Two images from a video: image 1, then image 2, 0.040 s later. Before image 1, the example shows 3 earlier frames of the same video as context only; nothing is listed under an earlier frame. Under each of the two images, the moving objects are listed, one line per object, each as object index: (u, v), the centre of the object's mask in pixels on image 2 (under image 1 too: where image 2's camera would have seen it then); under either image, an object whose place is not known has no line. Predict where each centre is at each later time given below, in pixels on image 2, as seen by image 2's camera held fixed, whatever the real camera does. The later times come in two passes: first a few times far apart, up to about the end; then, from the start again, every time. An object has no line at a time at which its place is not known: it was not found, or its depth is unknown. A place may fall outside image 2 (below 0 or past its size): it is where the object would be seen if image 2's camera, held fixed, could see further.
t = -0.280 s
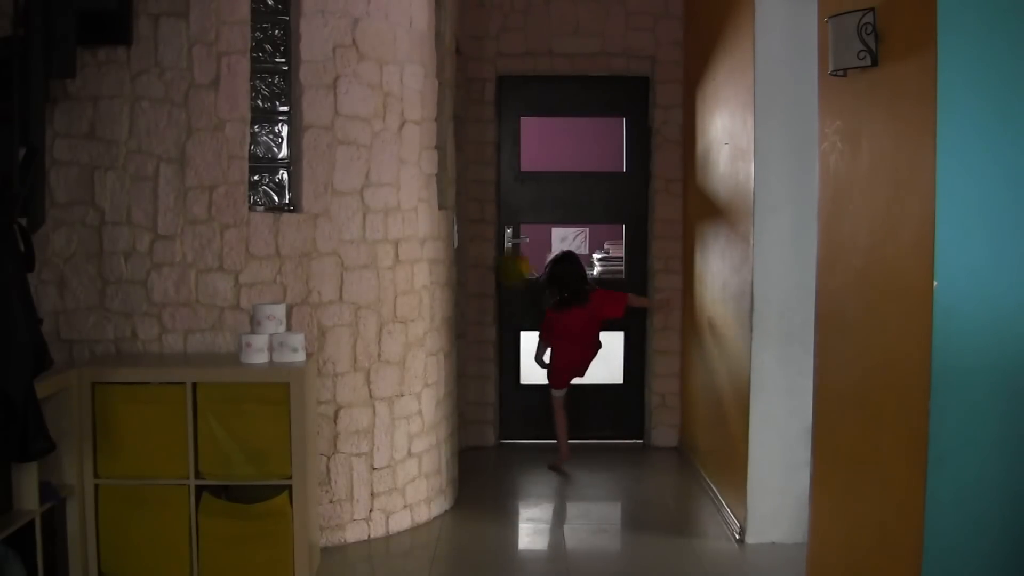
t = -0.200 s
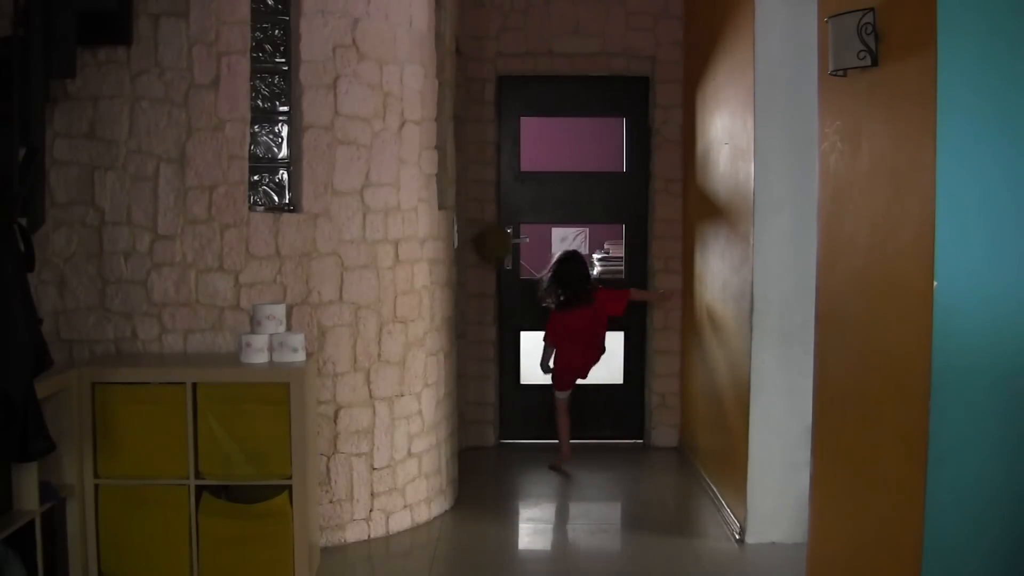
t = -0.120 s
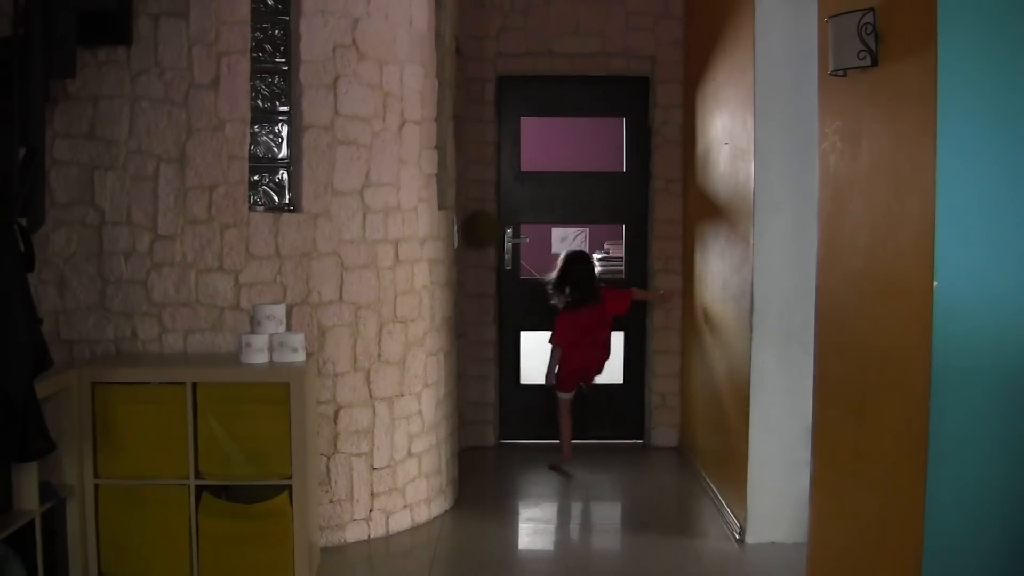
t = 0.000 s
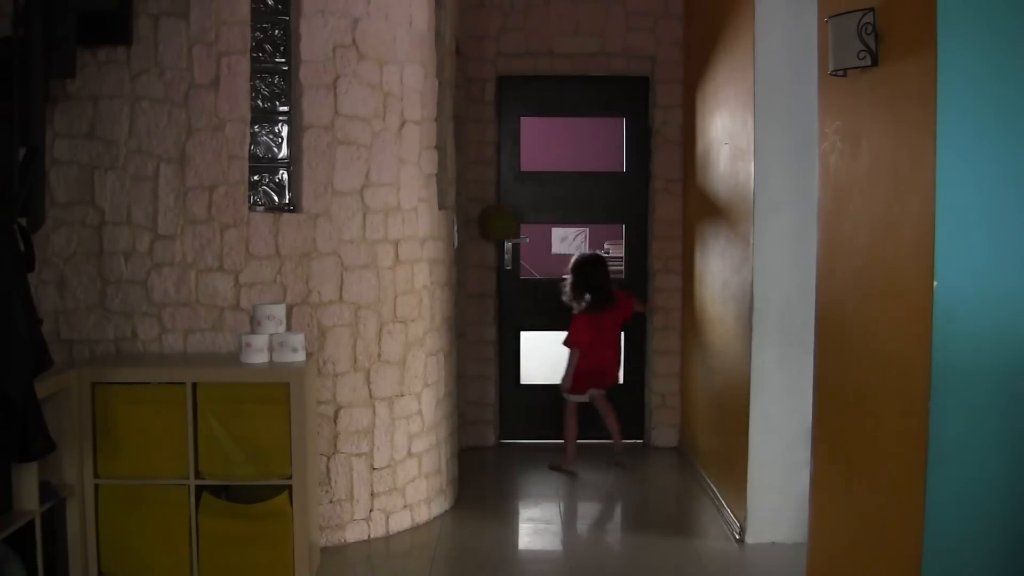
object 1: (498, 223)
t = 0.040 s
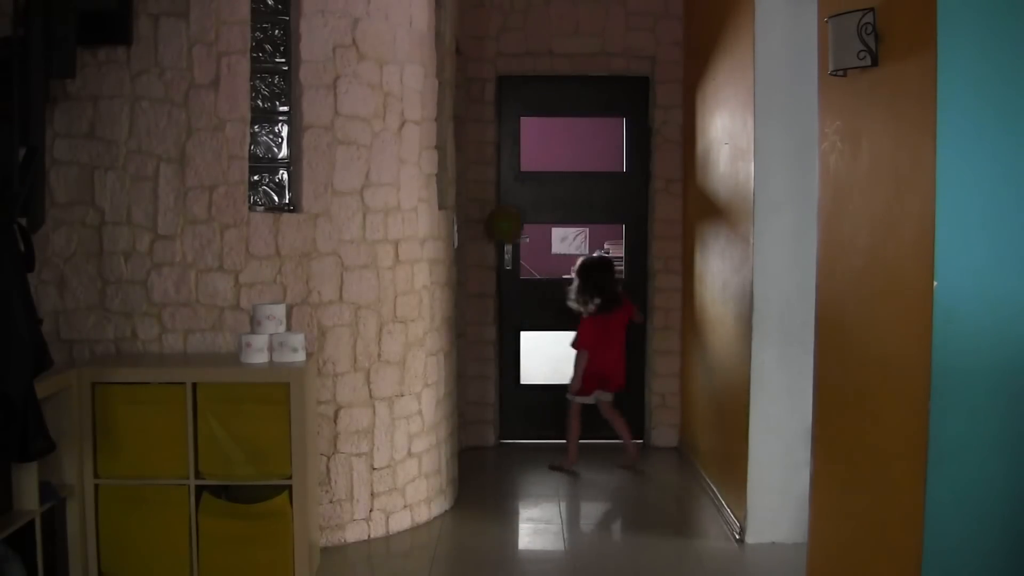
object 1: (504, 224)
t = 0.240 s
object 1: (533, 290)
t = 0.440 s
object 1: (563, 428)
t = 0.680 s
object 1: (567, 340)
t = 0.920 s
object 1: (567, 304)
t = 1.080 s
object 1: (566, 342)
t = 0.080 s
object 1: (510, 229)
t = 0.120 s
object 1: (517, 240)
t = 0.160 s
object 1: (522, 254)
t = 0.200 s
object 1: (527, 270)
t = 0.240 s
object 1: (533, 290)
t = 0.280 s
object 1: (539, 309)
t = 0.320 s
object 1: (545, 335)
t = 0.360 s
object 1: (550, 365)
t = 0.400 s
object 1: (557, 397)
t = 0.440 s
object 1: (563, 428)
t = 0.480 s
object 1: (566, 450)
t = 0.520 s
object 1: (567, 422)
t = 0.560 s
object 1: (567, 401)
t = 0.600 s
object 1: (567, 377)
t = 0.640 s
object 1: (567, 358)
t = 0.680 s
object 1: (567, 340)
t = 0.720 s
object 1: (567, 326)
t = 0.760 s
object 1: (567, 316)
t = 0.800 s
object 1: (567, 309)
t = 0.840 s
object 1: (567, 304)
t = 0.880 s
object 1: (567, 303)
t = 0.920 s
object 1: (567, 304)
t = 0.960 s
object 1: (567, 308)
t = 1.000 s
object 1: (567, 316)
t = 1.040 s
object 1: (566, 327)
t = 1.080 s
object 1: (566, 342)
